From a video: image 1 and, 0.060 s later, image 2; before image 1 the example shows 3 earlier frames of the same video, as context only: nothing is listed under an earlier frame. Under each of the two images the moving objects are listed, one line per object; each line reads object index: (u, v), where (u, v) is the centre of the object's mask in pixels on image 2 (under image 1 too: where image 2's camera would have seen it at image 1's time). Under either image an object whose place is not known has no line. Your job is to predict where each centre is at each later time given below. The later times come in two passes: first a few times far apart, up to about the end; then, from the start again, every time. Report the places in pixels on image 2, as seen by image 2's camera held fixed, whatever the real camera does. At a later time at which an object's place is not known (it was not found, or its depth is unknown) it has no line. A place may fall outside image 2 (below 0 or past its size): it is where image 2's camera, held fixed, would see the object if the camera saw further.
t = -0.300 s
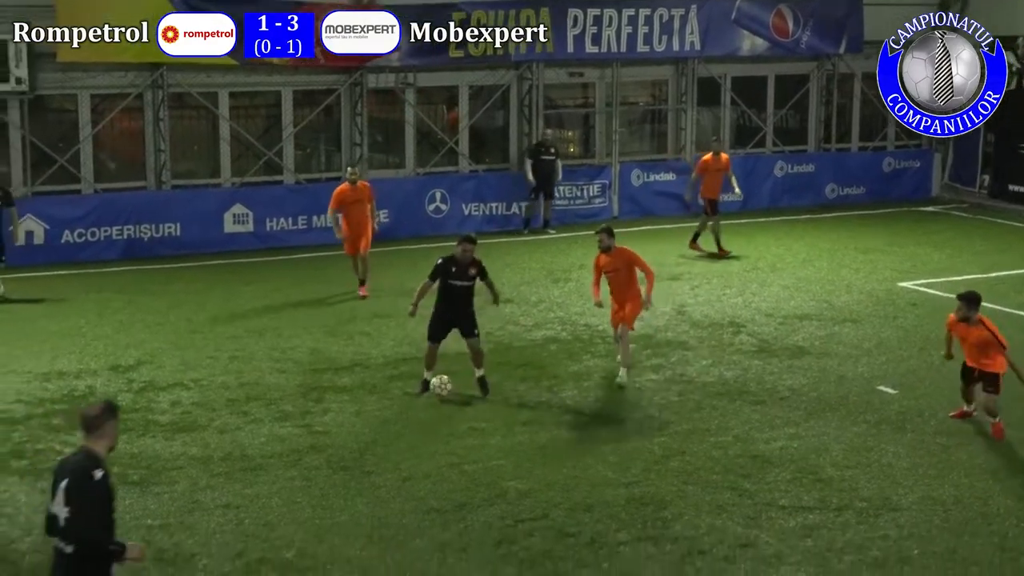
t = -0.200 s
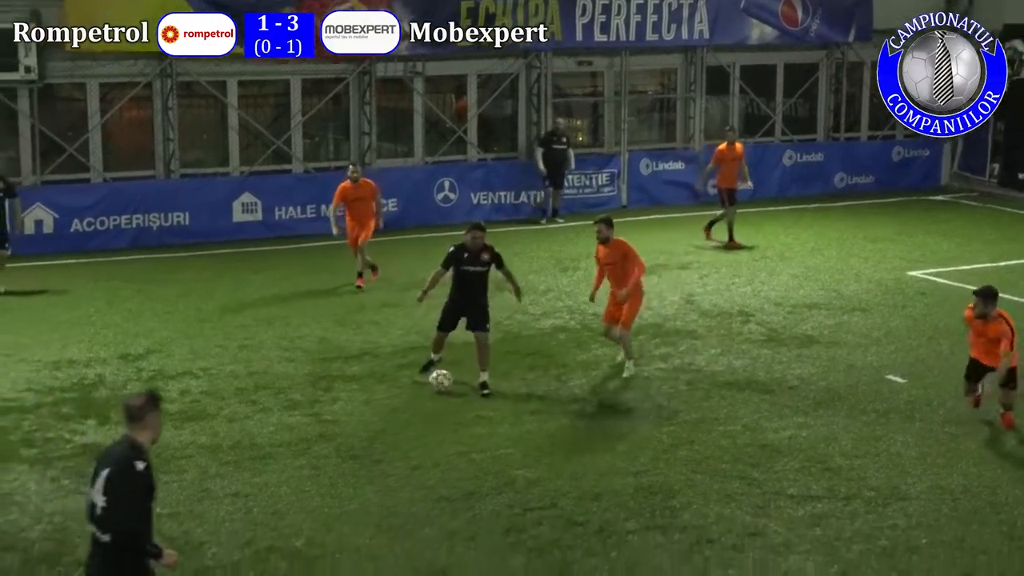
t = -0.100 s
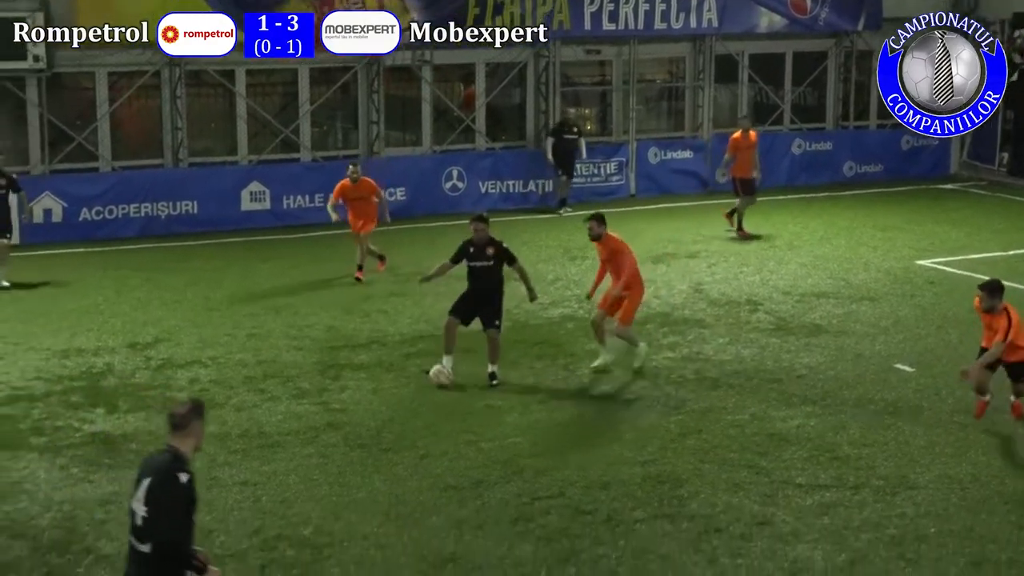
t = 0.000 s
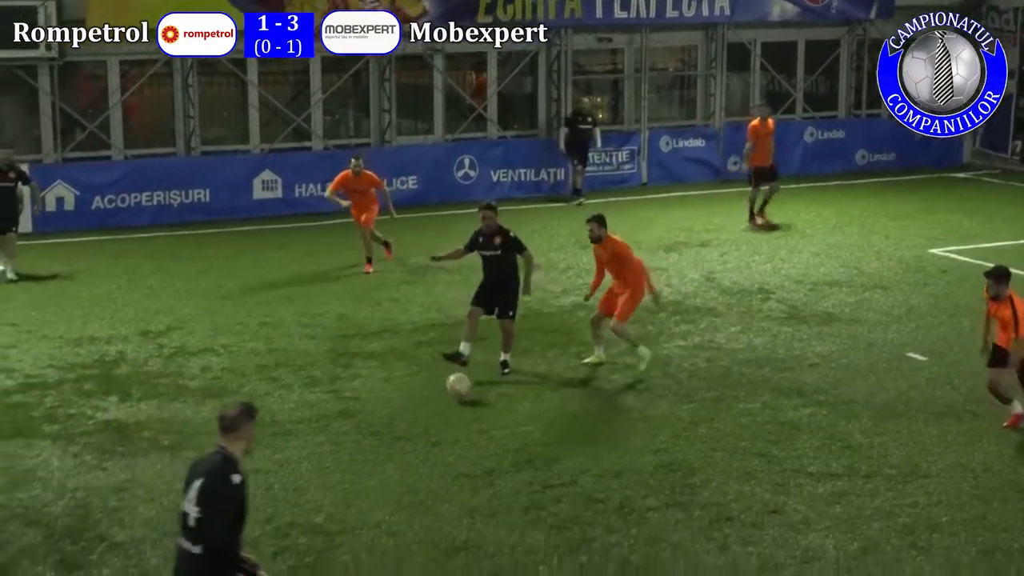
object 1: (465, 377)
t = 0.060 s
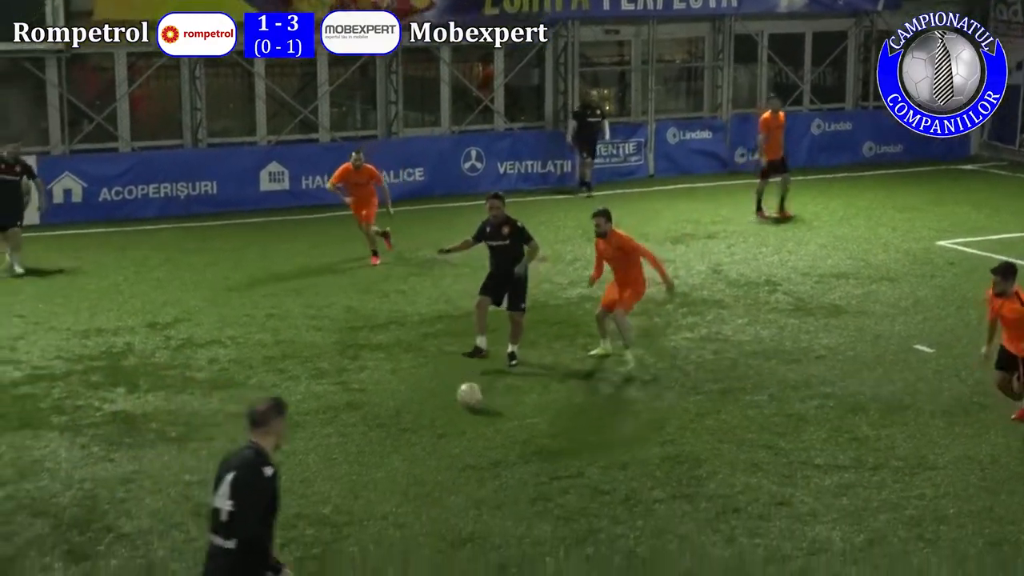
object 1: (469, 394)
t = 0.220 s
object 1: (481, 439)
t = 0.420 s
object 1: (497, 502)
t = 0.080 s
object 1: (471, 402)
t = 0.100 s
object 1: (472, 408)
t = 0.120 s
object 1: (474, 412)
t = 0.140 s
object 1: (475, 416)
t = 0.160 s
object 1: (477, 420)
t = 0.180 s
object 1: (478, 426)
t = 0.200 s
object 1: (480, 432)
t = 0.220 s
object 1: (481, 439)
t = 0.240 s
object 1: (483, 446)
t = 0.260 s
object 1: (485, 454)
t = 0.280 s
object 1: (486, 460)
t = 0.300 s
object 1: (488, 464)
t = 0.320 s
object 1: (490, 470)
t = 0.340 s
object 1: (491, 475)
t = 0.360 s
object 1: (493, 479)
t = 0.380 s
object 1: (494, 486)
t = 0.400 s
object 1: (496, 494)
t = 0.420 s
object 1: (497, 502)
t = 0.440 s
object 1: (499, 508)
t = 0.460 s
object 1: (501, 513)
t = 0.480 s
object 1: (502, 518)
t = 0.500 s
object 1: (504, 523)
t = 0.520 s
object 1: (506, 531)
